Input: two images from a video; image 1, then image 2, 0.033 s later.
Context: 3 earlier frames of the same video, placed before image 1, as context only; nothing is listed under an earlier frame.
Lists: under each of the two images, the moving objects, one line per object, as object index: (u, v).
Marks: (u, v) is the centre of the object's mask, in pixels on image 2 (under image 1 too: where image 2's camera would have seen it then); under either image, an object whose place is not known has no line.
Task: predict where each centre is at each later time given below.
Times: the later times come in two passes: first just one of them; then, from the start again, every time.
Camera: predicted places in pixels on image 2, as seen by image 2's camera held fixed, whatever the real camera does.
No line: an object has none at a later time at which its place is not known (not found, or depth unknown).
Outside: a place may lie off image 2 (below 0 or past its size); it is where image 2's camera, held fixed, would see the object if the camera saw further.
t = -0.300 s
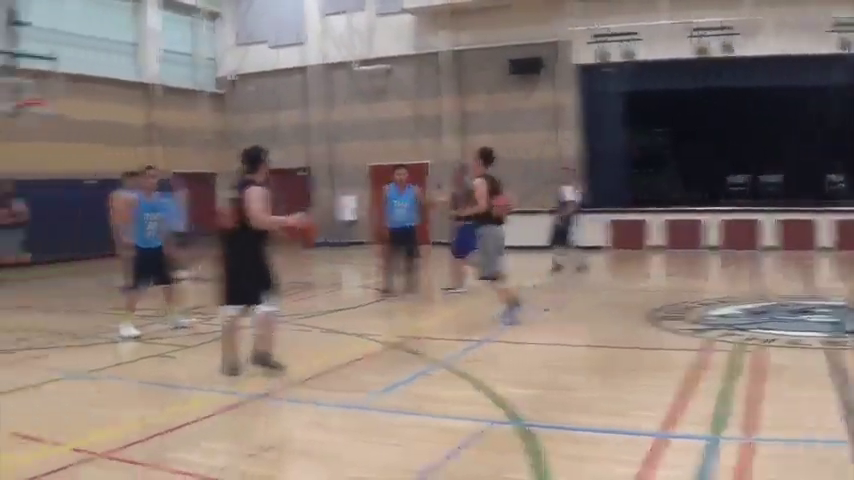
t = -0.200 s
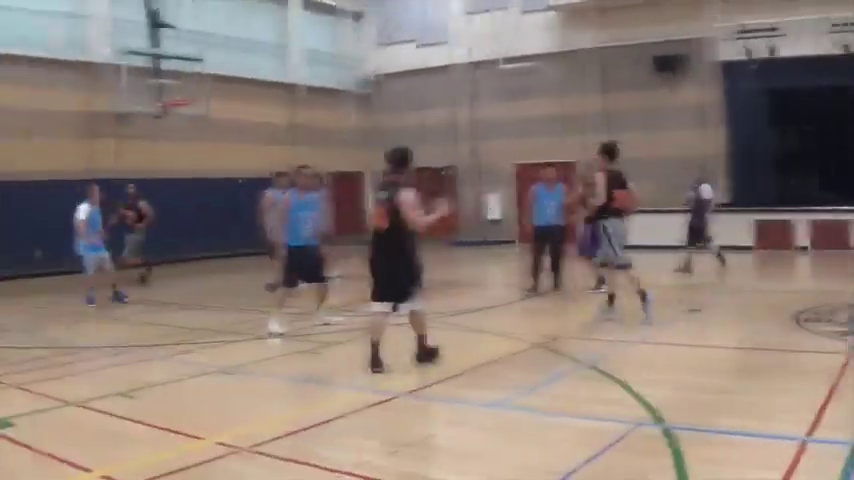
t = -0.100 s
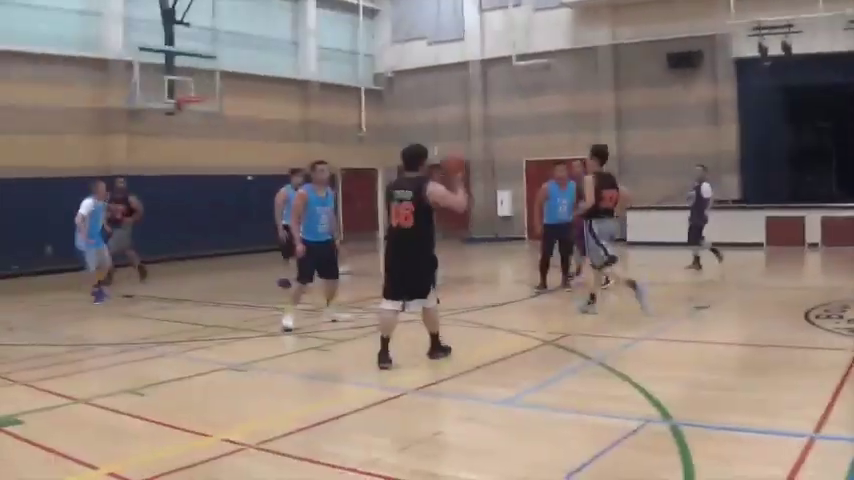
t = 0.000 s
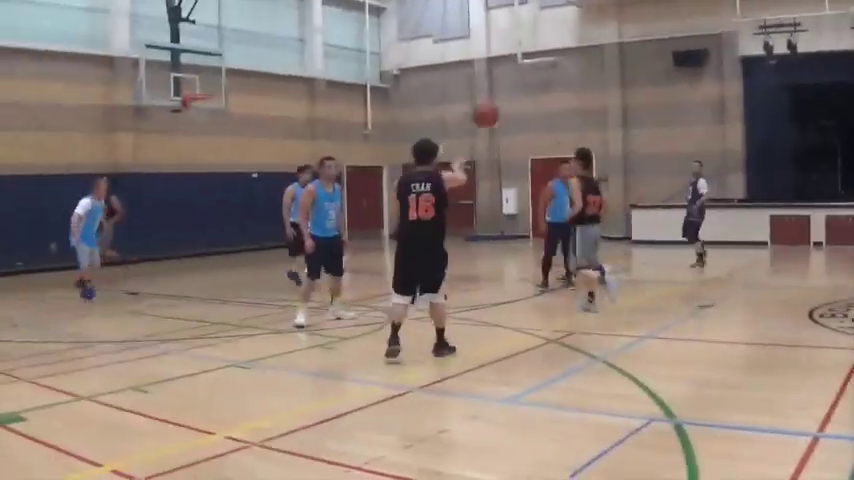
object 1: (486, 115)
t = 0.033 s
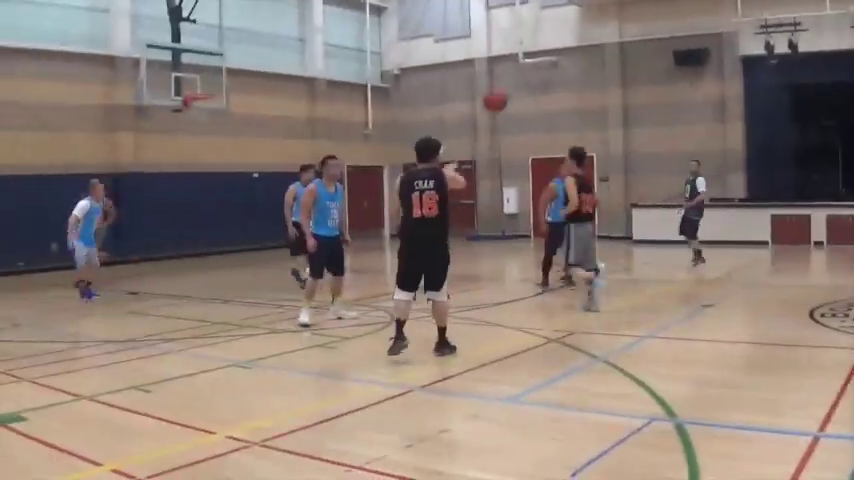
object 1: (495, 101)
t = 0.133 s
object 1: (517, 73)
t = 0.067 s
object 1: (503, 88)
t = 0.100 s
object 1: (511, 80)
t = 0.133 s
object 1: (517, 73)
